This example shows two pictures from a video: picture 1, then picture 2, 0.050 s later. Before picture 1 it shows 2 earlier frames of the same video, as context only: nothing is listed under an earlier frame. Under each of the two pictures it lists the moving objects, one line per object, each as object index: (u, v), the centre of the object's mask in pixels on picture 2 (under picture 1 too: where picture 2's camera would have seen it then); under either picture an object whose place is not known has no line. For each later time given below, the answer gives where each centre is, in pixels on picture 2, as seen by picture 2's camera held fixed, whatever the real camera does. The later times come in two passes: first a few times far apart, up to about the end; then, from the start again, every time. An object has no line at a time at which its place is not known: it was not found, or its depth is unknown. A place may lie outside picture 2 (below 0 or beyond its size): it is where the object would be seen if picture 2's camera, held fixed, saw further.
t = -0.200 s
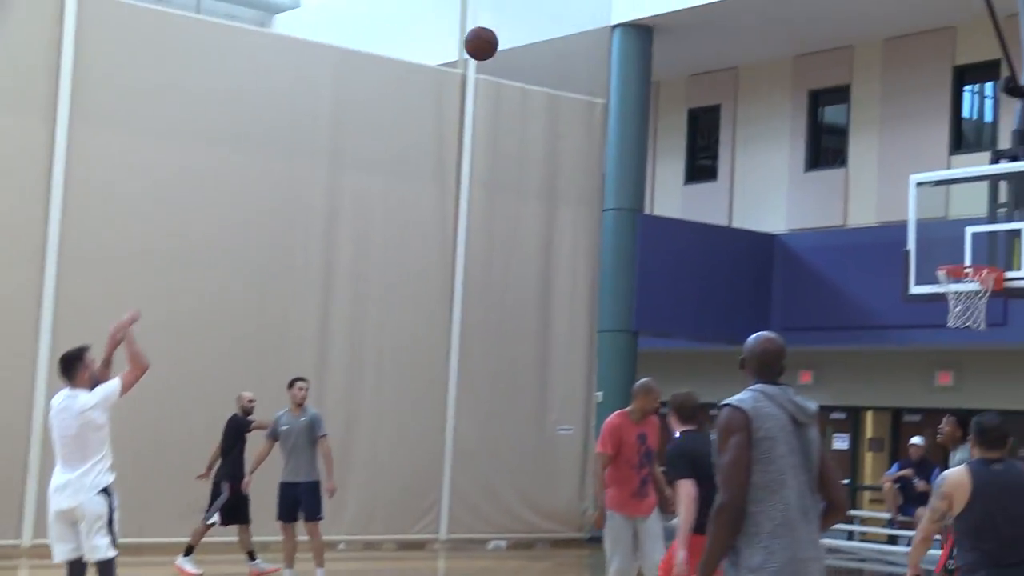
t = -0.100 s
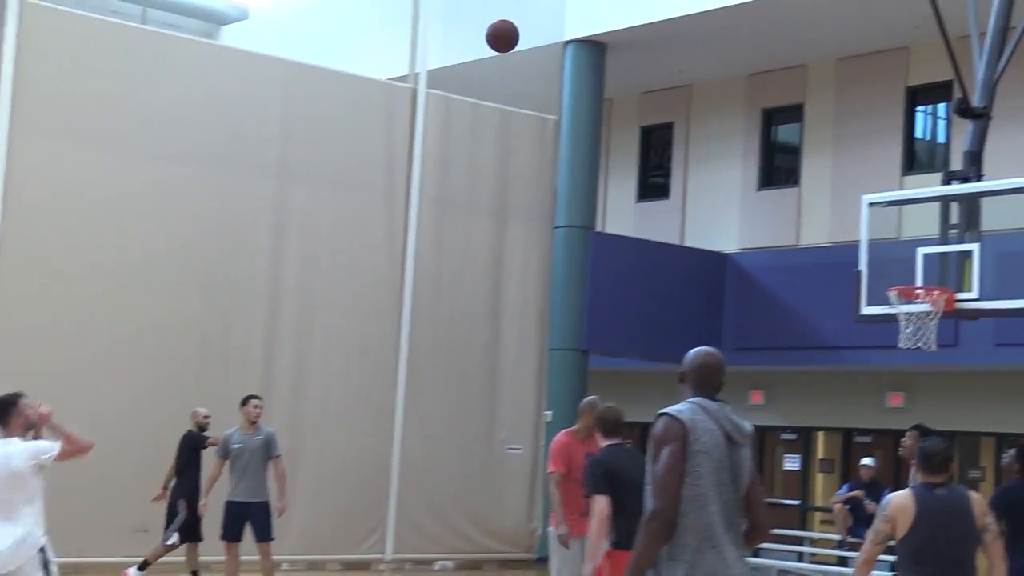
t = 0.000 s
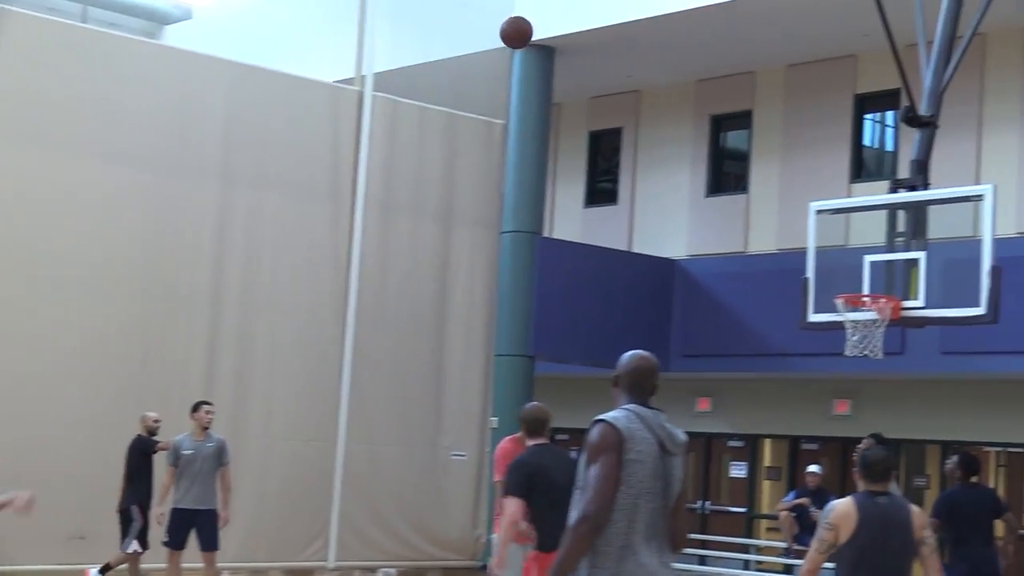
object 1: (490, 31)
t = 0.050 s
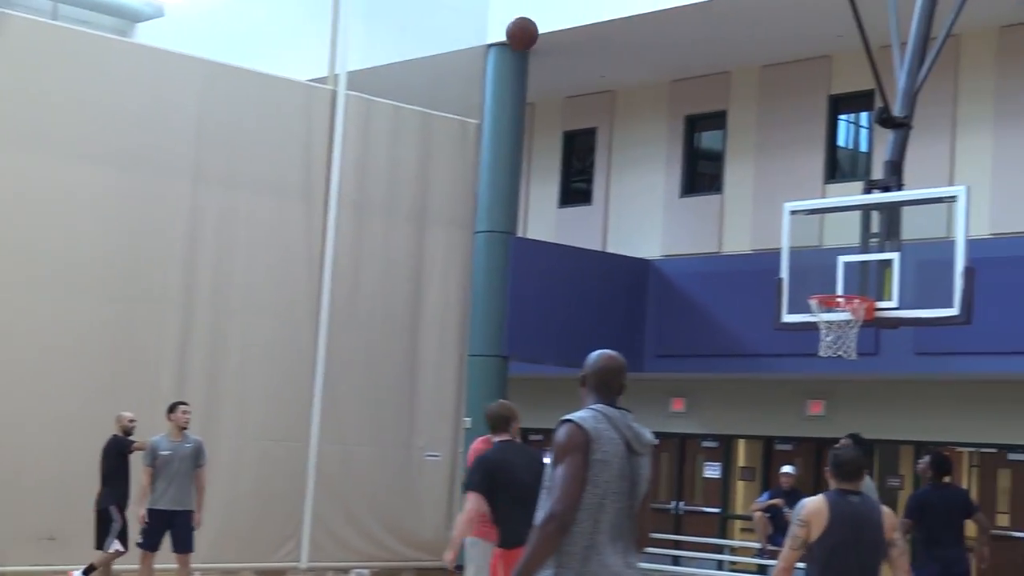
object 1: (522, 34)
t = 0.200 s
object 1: (610, 57)
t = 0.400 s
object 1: (713, 126)
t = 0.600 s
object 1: (807, 235)
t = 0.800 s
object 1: (824, 323)
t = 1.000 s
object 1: (817, 310)
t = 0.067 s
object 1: (532, 35)
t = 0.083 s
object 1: (542, 36)
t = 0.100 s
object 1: (552, 38)
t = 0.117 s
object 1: (562, 41)
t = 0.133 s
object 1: (572, 43)
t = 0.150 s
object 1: (582, 46)
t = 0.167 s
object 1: (591, 49)
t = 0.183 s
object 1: (600, 53)
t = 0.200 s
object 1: (610, 57)
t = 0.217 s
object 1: (619, 60)
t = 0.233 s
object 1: (628, 65)
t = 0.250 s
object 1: (637, 70)
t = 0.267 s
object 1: (646, 75)
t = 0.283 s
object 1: (655, 80)
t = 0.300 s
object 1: (663, 86)
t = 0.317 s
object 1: (672, 92)
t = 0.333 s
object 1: (680, 98)
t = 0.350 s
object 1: (689, 104)
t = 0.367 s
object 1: (696, 113)
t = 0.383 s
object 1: (705, 118)
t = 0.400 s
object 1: (713, 126)
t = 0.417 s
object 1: (722, 133)
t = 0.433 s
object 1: (730, 142)
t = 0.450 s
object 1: (738, 150)
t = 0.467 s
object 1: (747, 159)
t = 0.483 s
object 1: (754, 167)
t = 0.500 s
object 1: (762, 176)
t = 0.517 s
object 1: (770, 186)
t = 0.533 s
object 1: (777, 194)
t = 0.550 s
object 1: (785, 204)
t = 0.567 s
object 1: (792, 214)
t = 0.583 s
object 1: (800, 225)
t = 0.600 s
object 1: (807, 235)
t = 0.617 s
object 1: (814, 246)
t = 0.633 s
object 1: (821, 257)
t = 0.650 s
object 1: (828, 268)
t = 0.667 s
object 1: (835, 280)
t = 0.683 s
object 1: (844, 288)
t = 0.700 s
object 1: (846, 301)
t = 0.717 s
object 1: (840, 308)
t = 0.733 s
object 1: (834, 313)
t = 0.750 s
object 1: (832, 319)
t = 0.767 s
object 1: (828, 324)
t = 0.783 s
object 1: (826, 326)
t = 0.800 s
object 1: (824, 323)
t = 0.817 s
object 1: (823, 319)
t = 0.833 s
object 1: (822, 316)
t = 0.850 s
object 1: (822, 312)
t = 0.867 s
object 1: (821, 312)
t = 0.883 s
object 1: (819, 319)
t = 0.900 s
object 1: (819, 317)
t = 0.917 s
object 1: (818, 314)
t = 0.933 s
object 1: (818, 312)
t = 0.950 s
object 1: (817, 311)
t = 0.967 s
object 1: (817, 310)
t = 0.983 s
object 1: (817, 310)
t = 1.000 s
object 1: (817, 310)
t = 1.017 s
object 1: (816, 310)
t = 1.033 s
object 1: (816, 311)
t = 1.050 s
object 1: (816, 312)
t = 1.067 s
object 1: (815, 314)
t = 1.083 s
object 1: (814, 316)
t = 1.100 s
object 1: (813, 319)
